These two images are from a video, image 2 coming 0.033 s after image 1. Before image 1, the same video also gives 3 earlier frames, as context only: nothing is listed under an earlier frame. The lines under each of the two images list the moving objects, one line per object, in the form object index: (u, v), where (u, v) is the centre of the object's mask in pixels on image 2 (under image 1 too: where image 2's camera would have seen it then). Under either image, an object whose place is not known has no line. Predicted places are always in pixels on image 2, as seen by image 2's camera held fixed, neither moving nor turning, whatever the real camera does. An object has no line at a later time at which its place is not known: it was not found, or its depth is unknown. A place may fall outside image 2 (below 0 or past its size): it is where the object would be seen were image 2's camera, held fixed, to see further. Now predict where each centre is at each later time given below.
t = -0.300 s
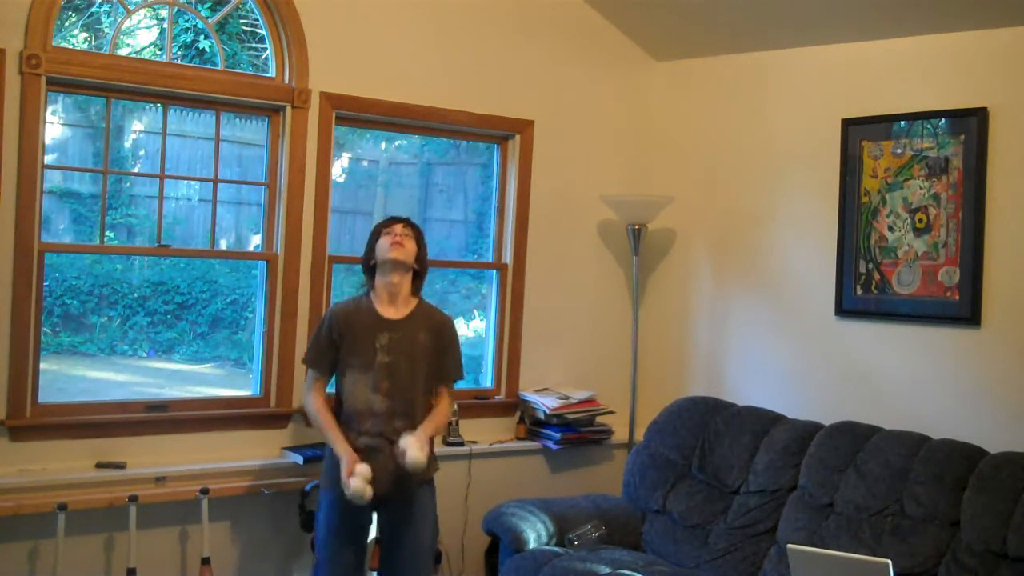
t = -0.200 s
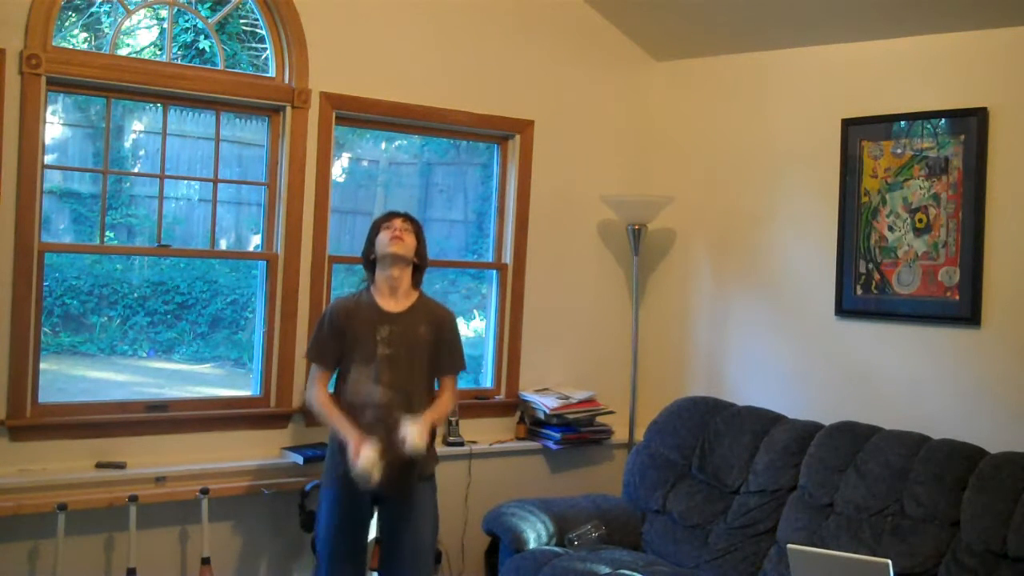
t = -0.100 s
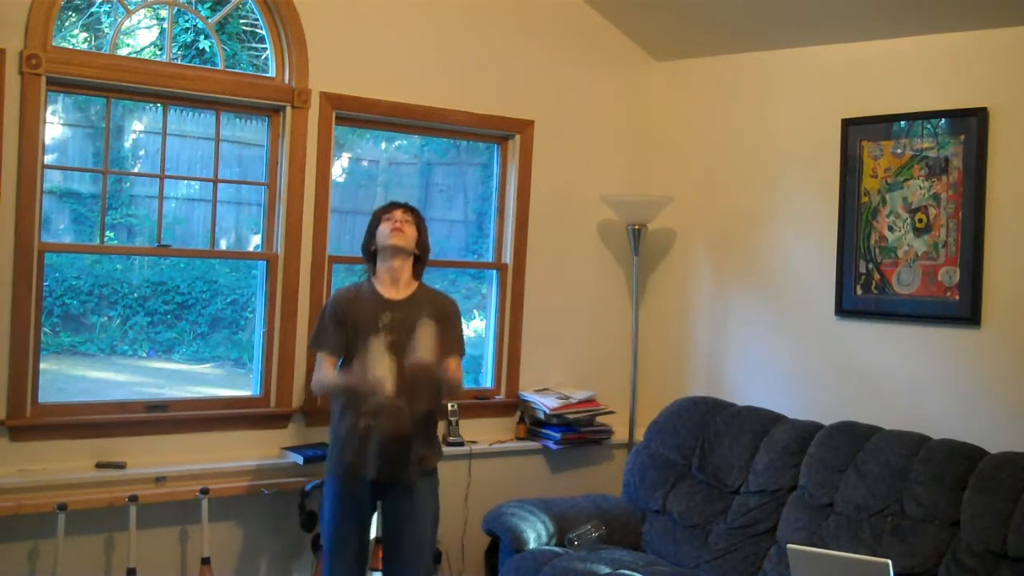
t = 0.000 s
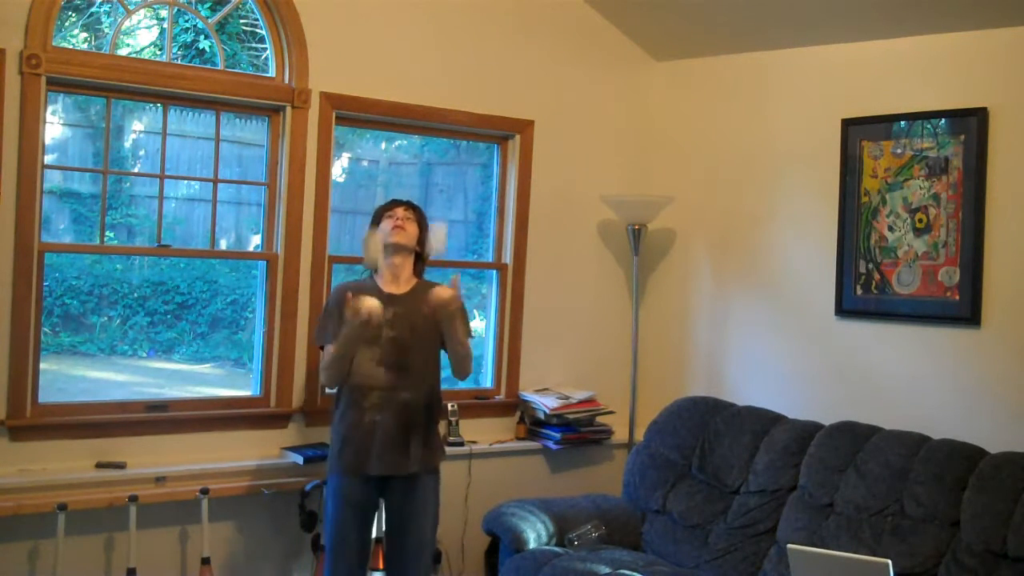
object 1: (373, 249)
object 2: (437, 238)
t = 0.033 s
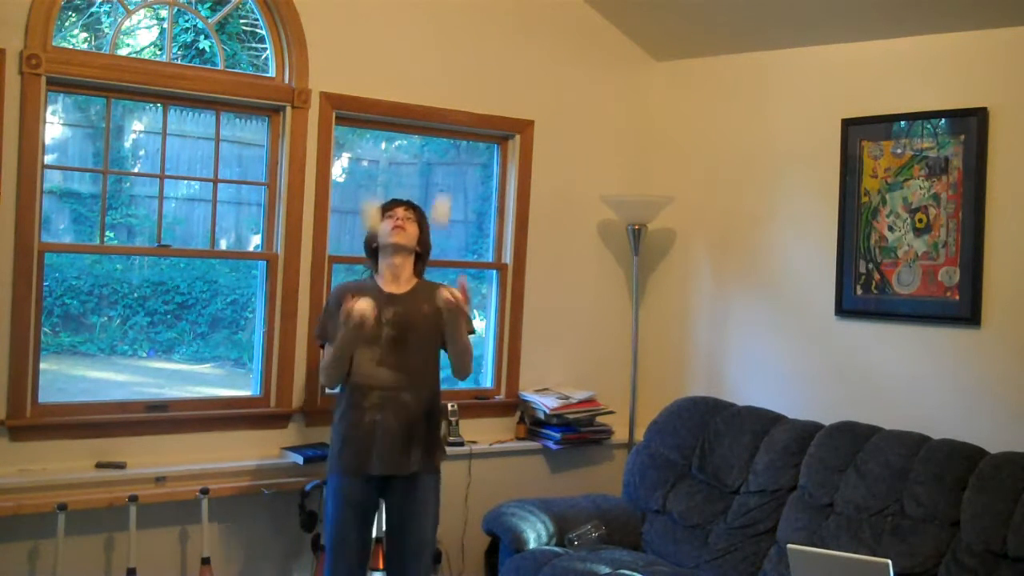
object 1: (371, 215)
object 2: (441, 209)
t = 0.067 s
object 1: (369, 188)
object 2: (445, 185)
